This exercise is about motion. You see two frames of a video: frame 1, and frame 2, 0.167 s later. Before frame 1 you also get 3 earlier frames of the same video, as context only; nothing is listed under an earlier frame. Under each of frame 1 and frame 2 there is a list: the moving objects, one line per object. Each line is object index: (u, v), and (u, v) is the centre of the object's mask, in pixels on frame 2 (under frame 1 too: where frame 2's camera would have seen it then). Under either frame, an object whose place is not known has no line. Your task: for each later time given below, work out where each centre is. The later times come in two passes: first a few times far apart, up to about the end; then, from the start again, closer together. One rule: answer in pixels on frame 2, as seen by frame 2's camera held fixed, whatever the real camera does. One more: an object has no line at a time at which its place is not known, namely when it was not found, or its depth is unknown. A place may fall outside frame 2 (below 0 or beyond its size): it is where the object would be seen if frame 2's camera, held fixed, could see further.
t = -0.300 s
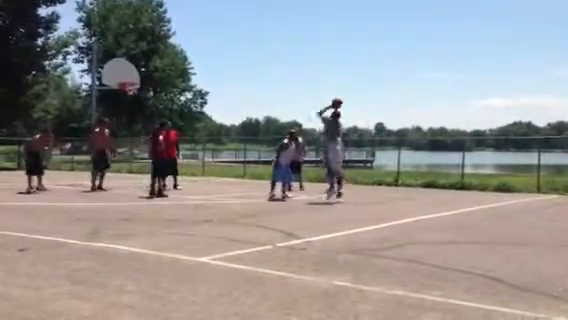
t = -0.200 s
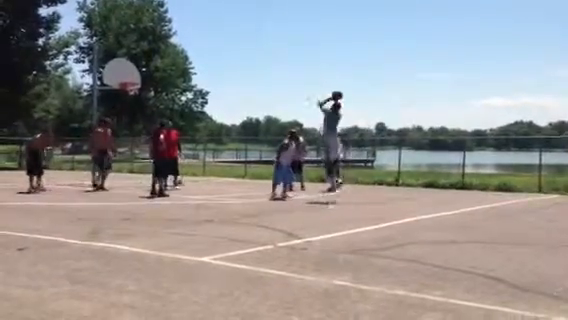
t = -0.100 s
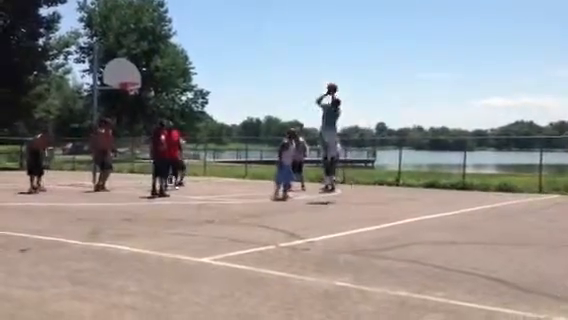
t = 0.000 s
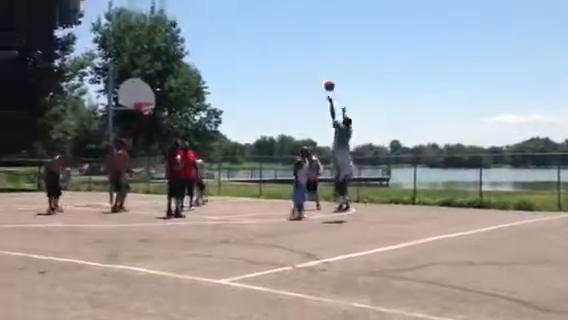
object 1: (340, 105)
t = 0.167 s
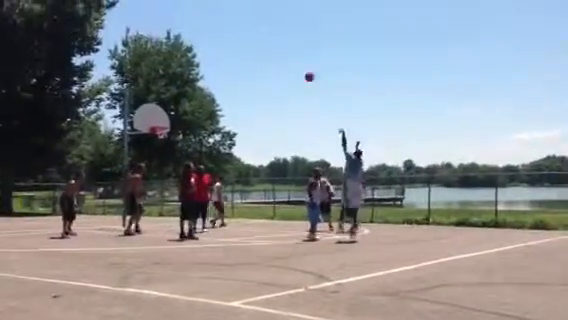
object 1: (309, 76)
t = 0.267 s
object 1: (290, 65)
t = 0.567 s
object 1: (238, 57)
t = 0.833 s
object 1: (203, 76)
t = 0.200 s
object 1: (303, 72)
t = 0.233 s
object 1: (296, 68)
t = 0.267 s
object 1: (290, 65)
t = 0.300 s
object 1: (284, 62)
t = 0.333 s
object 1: (279, 60)
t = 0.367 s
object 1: (272, 58)
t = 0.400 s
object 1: (266, 56)
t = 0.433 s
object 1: (261, 55)
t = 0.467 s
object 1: (256, 55)
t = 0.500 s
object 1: (250, 55)
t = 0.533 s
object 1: (244, 55)
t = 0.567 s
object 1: (238, 57)
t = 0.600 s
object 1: (234, 58)
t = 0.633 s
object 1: (229, 59)
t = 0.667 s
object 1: (224, 61)
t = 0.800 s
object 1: (207, 73)
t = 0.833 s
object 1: (203, 76)
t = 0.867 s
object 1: (199, 79)
